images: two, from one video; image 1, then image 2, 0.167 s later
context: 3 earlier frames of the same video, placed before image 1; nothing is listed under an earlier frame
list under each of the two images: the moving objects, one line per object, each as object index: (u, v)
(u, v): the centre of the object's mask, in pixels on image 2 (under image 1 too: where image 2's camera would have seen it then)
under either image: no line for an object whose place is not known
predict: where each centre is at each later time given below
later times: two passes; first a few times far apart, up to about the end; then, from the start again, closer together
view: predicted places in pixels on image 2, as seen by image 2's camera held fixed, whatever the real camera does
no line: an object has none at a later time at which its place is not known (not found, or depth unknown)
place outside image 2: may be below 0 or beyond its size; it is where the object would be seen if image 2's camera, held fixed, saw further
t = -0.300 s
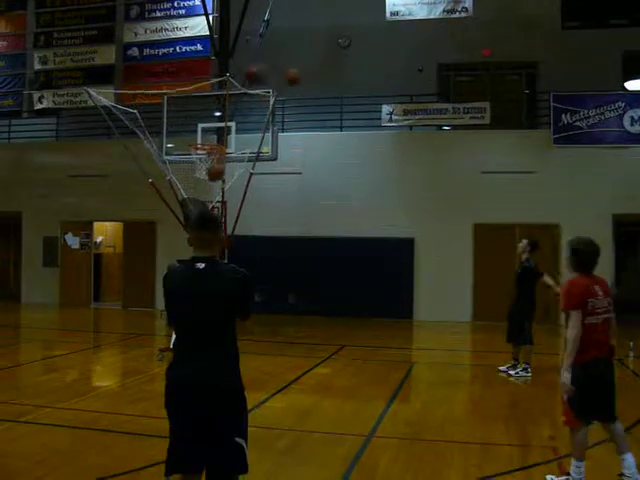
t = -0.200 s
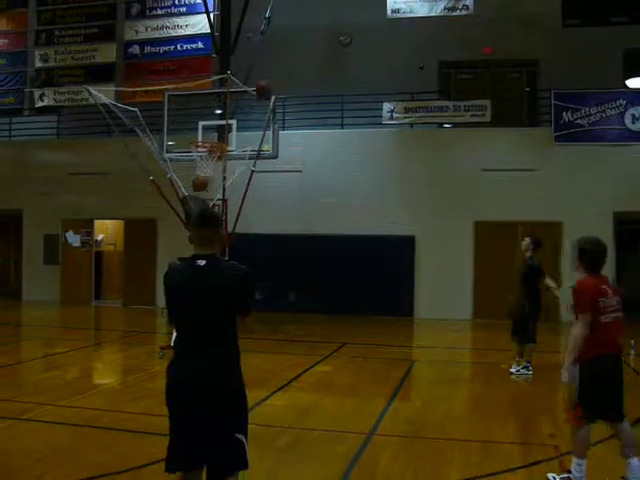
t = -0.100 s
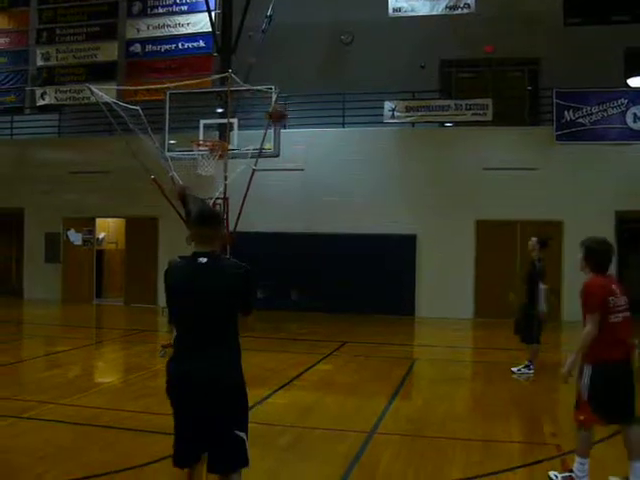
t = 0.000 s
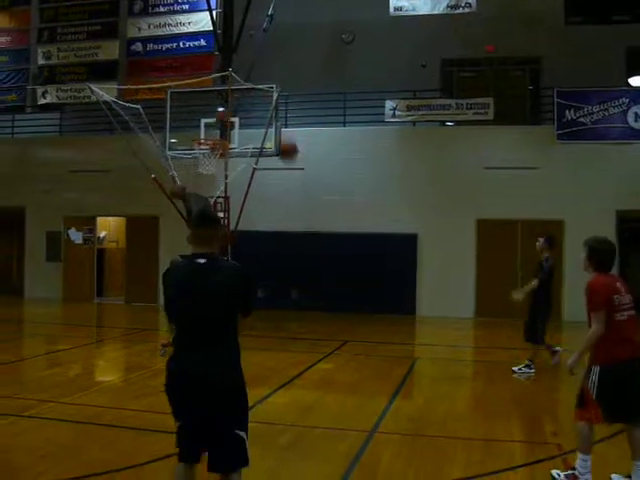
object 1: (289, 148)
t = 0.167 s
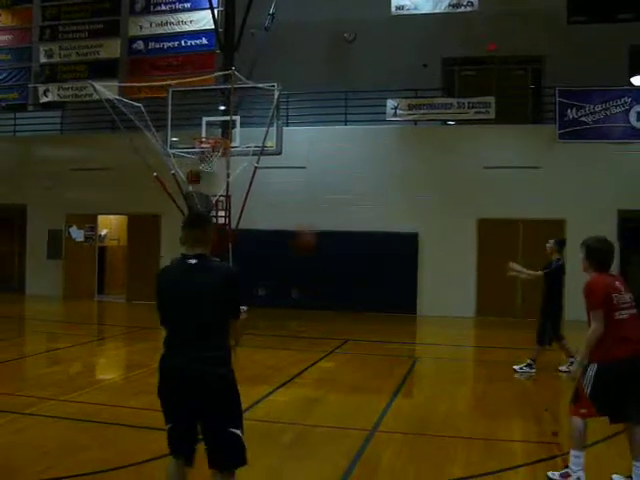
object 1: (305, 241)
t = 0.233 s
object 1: (310, 283)
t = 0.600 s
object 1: (364, 304)
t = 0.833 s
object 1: (407, 247)
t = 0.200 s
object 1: (307, 261)
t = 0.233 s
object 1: (310, 283)
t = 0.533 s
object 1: (354, 333)
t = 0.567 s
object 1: (360, 314)
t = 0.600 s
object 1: (364, 304)
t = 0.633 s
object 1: (372, 288)
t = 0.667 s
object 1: (379, 281)
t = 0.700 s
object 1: (383, 274)
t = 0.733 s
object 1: (386, 264)
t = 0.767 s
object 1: (396, 256)
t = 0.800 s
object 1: (401, 251)
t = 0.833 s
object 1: (407, 247)
